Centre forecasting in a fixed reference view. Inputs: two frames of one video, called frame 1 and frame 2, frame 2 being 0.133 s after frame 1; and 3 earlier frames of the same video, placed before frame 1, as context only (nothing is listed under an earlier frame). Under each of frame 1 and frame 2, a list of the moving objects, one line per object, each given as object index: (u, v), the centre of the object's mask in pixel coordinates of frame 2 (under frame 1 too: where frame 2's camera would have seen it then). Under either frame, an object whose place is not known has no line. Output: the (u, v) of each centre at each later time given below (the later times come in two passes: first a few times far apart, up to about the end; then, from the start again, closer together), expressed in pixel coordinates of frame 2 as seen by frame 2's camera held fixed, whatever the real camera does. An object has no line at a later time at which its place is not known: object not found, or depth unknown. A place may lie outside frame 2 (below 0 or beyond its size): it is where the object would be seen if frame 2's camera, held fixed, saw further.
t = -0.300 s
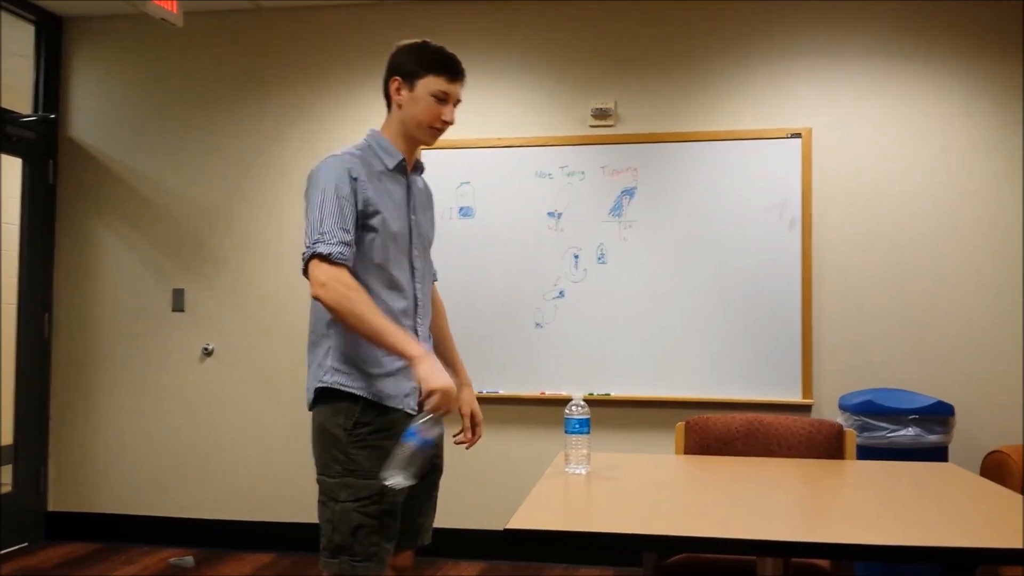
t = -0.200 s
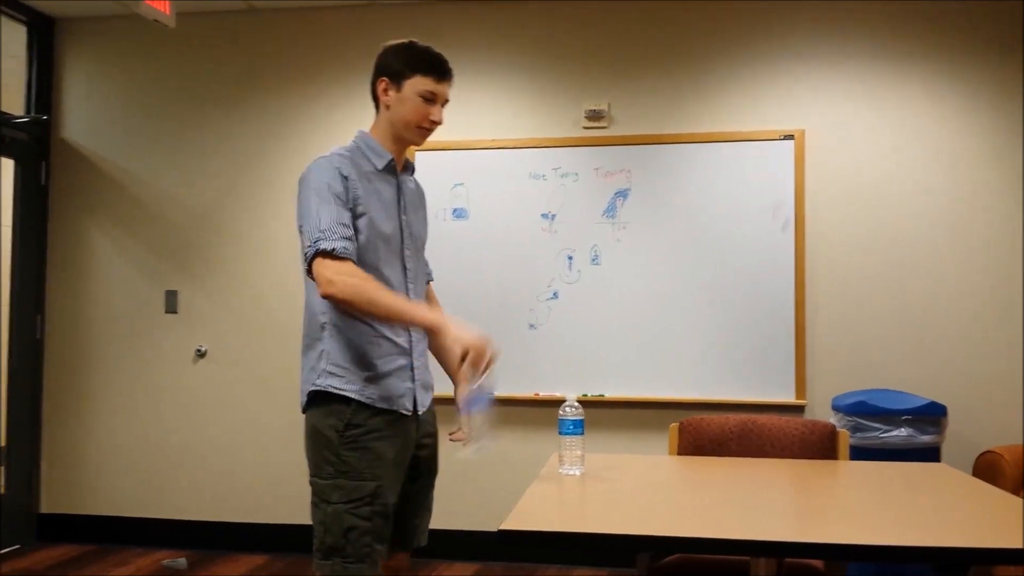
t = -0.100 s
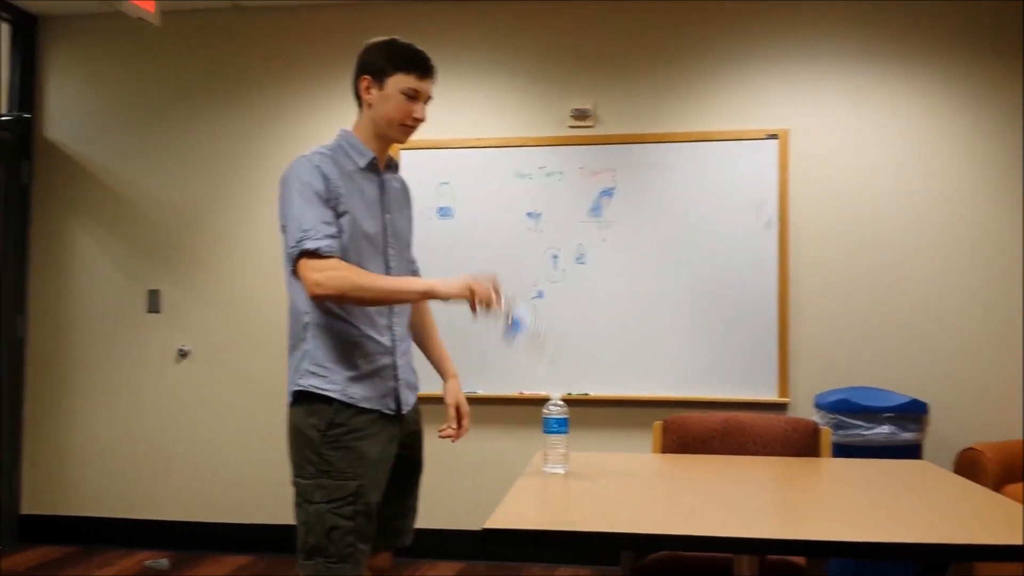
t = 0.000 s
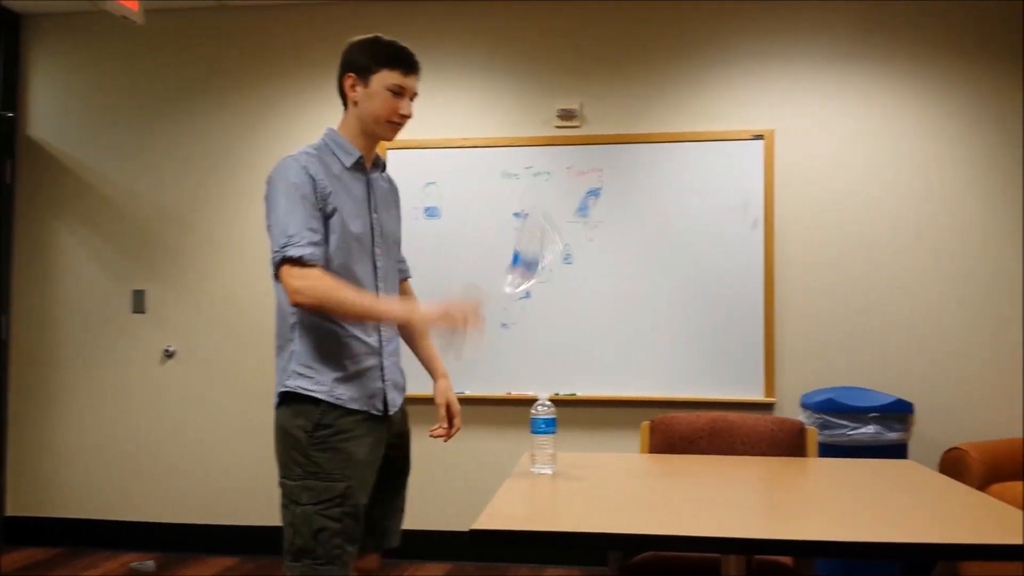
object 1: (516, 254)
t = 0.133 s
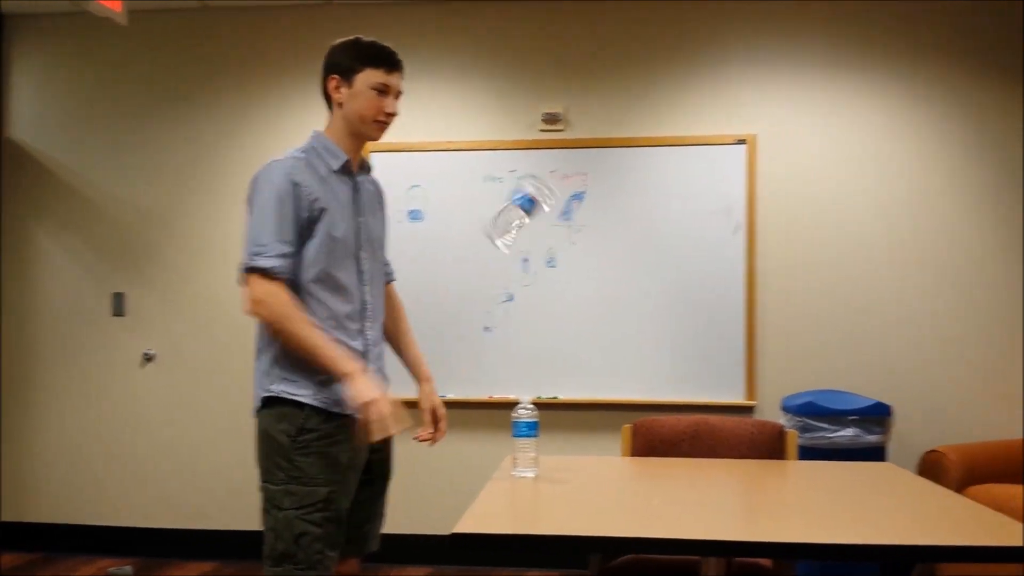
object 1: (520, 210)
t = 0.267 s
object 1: (515, 255)
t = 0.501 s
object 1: (525, 464)
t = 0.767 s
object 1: (574, 481)
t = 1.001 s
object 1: (594, 484)
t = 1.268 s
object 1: (599, 484)
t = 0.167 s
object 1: (517, 212)
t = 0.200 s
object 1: (515, 217)
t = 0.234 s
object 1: (513, 231)
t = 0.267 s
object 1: (515, 255)
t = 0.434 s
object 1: (514, 424)
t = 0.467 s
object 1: (523, 458)
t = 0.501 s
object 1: (525, 464)
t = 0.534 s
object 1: (534, 459)
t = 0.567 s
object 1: (538, 448)
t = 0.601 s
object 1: (543, 445)
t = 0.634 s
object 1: (548, 449)
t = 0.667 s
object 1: (553, 457)
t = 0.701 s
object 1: (564, 464)
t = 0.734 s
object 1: (572, 475)
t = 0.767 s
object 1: (574, 481)
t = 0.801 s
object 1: (578, 479)
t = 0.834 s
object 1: (582, 477)
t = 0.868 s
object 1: (587, 479)
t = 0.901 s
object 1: (590, 482)
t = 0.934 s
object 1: (592, 484)
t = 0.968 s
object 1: (592, 484)
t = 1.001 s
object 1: (594, 484)
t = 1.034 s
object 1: (595, 484)
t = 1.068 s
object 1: (596, 484)
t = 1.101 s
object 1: (597, 484)
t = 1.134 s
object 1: (597, 484)
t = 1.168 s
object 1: (597, 484)
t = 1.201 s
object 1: (598, 484)
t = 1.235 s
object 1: (599, 484)
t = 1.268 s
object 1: (599, 484)
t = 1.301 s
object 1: (599, 484)
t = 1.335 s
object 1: (600, 484)
